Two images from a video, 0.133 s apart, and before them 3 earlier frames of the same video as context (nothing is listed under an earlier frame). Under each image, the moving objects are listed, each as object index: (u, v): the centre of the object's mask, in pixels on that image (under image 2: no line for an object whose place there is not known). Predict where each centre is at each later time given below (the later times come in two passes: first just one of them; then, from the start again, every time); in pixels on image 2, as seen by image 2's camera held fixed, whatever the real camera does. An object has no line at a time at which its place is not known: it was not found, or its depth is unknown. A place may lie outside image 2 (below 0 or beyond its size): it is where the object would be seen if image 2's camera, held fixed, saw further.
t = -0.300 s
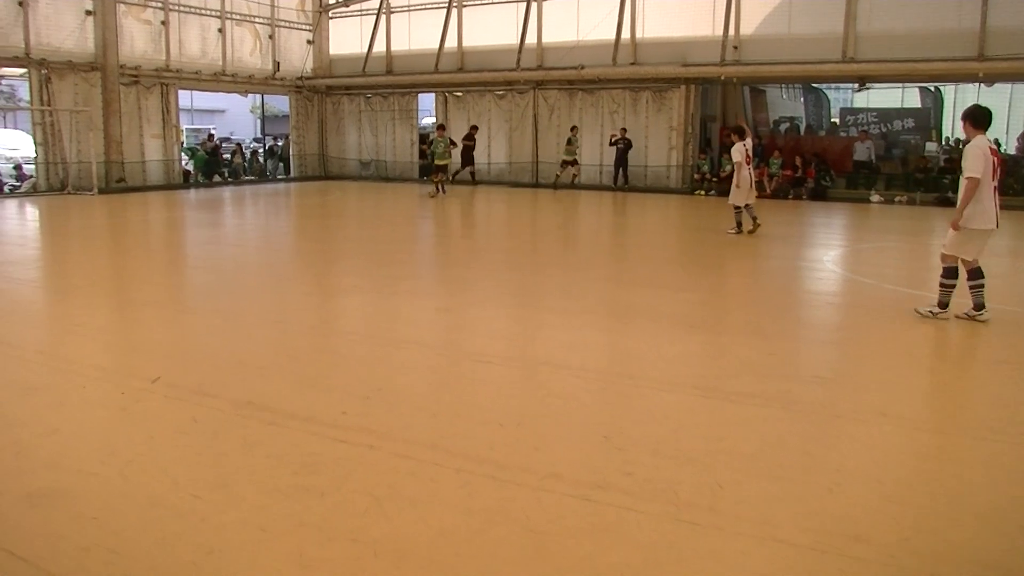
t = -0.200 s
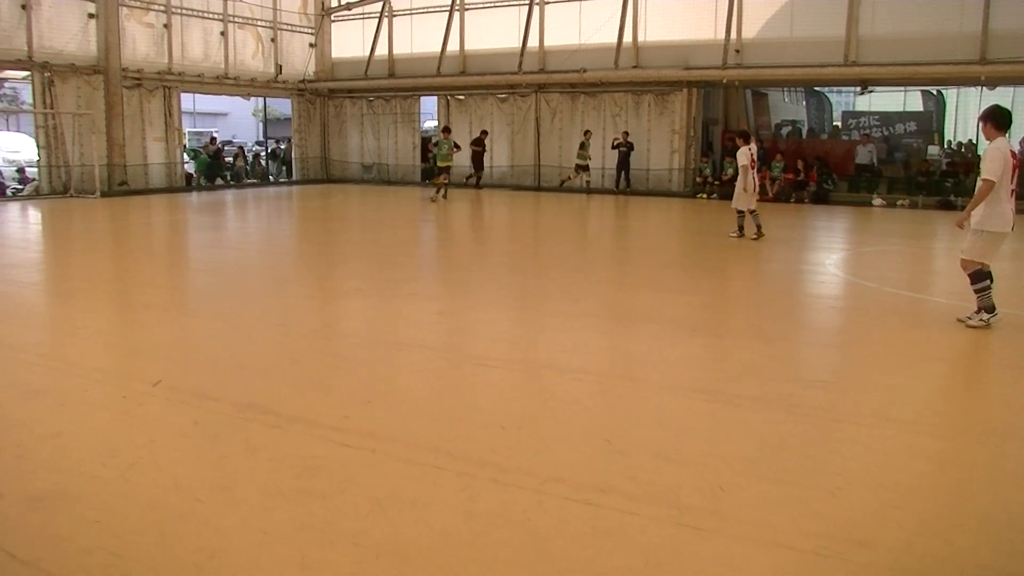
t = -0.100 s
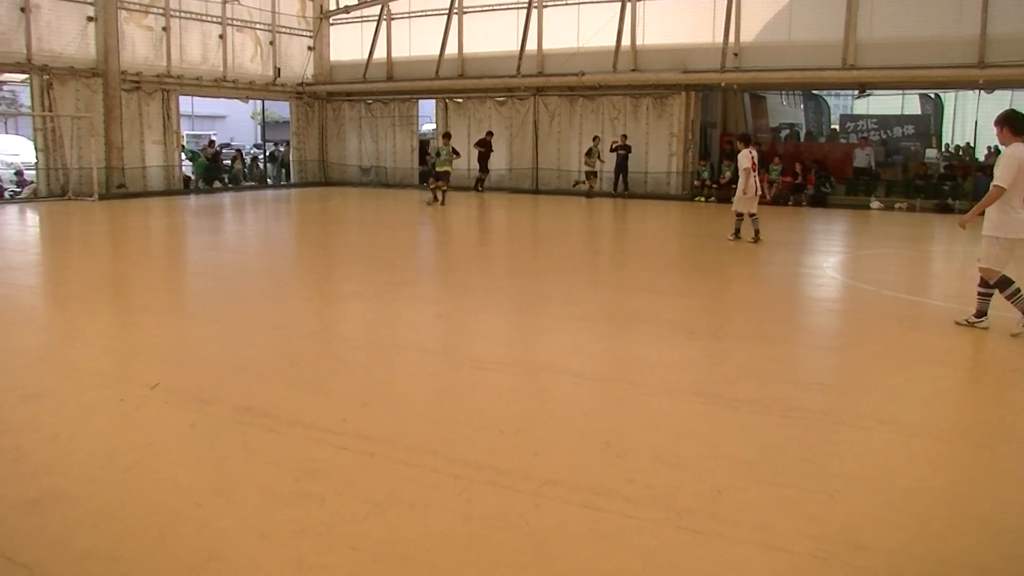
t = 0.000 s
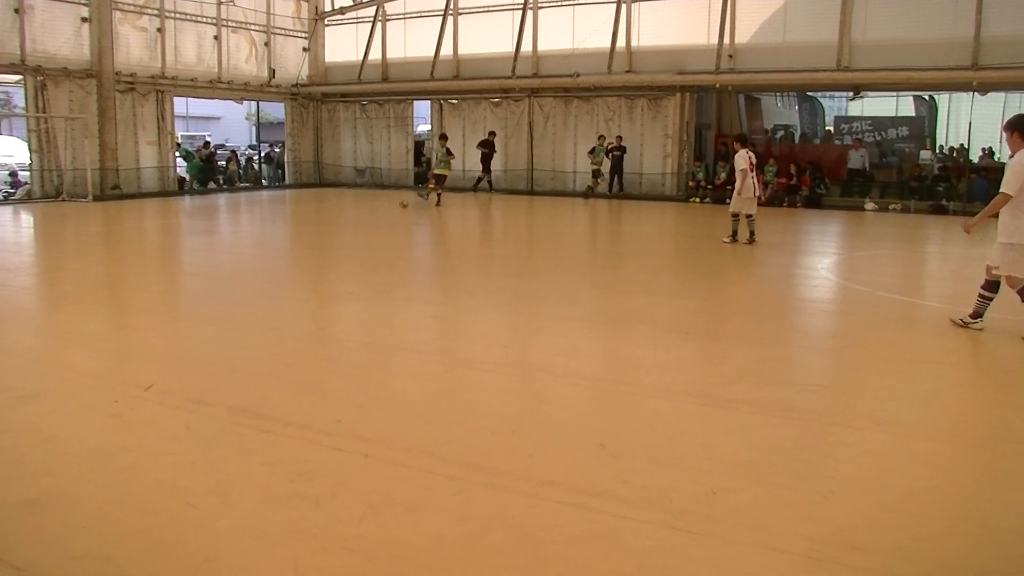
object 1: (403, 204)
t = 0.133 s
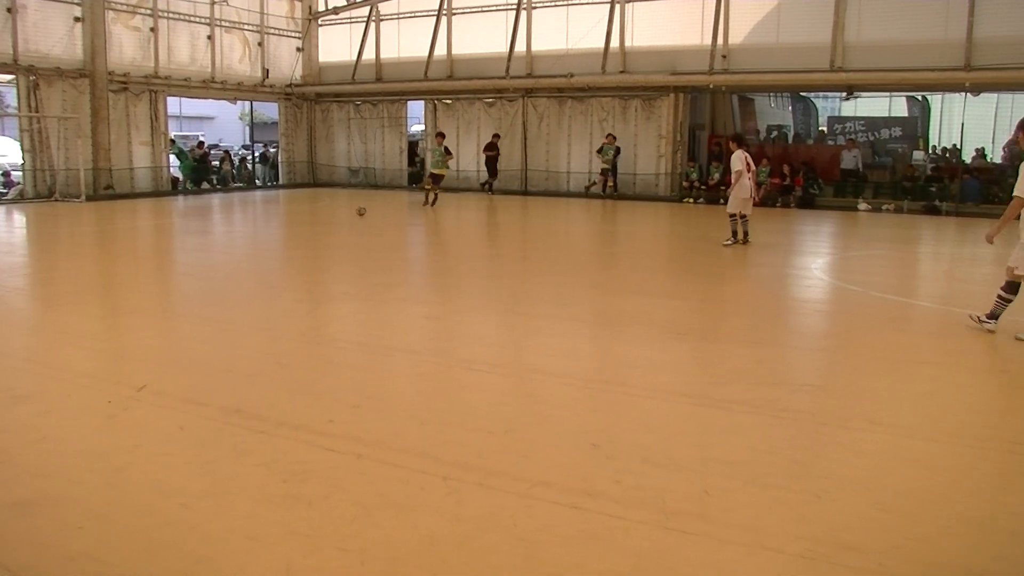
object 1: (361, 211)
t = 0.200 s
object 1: (341, 215)
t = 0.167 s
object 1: (351, 214)
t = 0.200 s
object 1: (341, 215)
